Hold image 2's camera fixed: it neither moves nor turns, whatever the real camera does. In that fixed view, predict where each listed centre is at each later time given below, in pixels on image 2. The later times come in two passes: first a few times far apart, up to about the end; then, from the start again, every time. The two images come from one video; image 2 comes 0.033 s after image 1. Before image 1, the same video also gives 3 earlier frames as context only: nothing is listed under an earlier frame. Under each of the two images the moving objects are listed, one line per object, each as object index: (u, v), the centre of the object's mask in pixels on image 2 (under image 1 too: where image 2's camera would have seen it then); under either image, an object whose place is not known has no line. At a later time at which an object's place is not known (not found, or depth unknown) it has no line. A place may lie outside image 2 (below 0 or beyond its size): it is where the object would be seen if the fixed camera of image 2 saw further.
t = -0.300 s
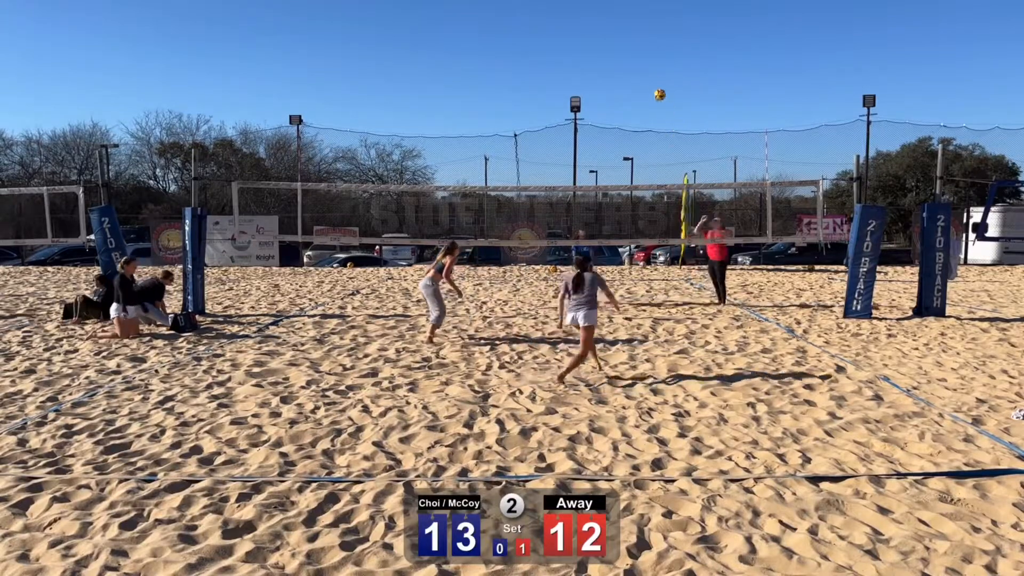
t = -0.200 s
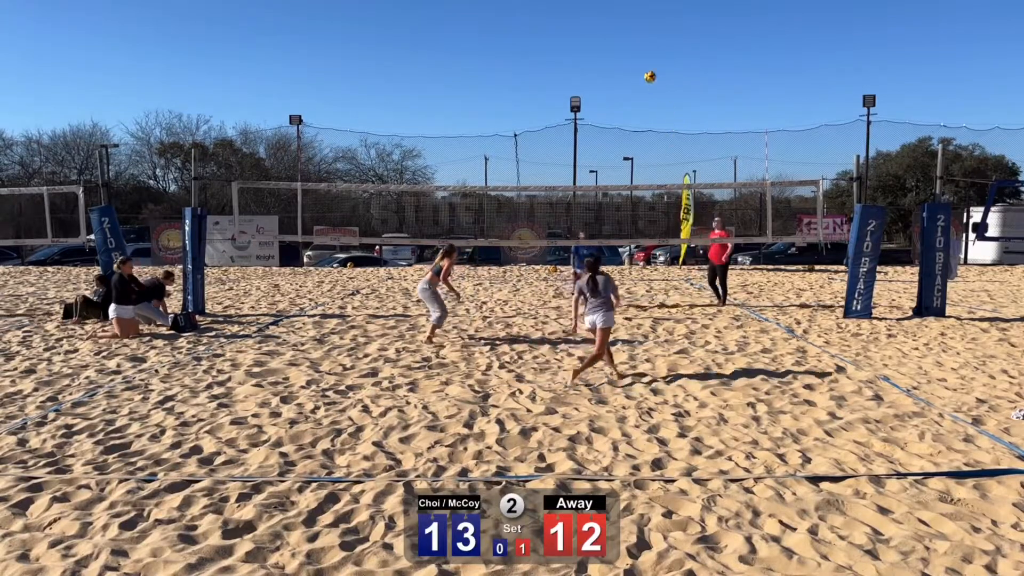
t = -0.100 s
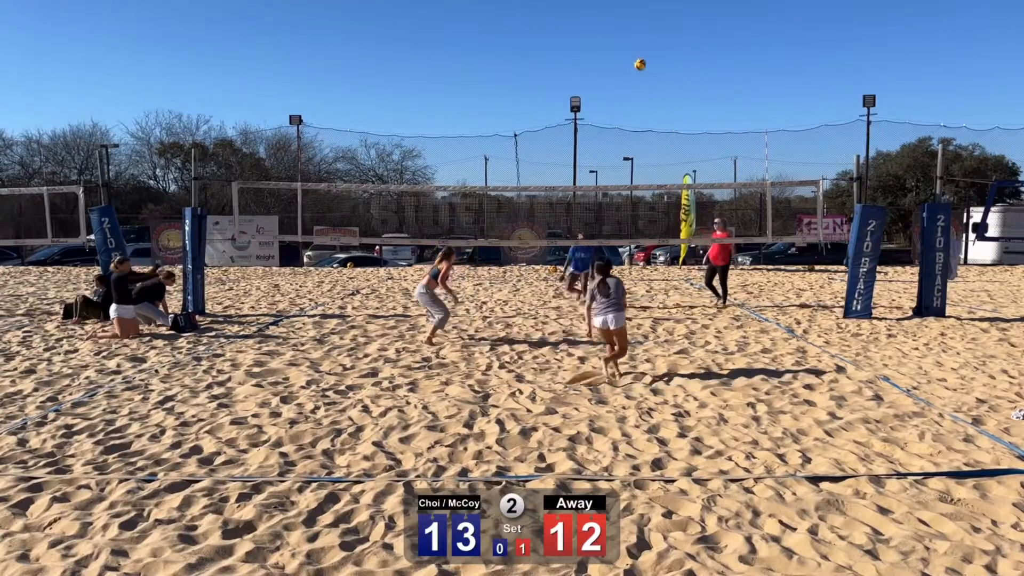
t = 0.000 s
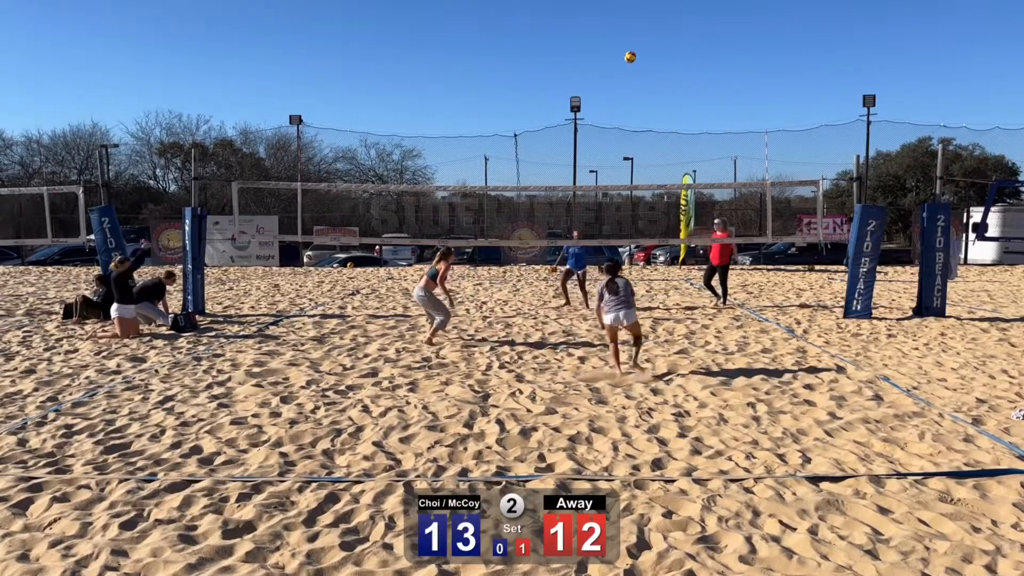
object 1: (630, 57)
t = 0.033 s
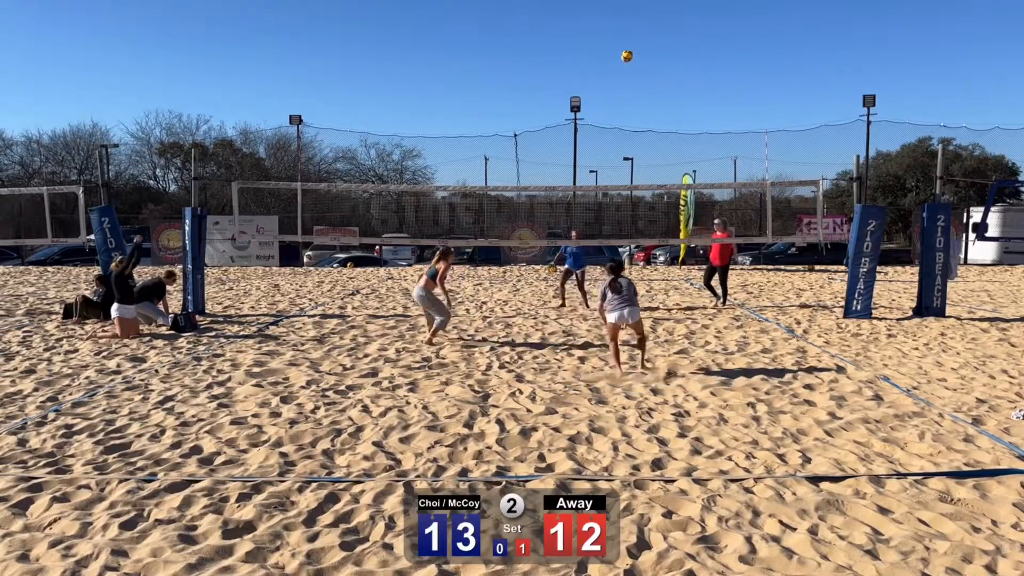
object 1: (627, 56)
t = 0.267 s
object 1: (604, 64)
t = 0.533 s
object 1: (578, 110)
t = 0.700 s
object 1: (564, 157)
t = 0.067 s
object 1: (623, 56)
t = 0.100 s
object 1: (620, 55)
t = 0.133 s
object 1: (617, 56)
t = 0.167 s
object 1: (614, 57)
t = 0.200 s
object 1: (610, 59)
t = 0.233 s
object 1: (607, 61)
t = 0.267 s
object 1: (604, 64)
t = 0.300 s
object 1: (600, 68)
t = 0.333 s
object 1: (597, 72)
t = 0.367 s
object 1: (594, 77)
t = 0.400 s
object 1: (591, 82)
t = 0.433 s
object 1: (588, 88)
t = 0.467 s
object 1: (585, 95)
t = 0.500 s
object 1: (582, 102)
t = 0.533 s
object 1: (578, 110)
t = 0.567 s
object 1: (576, 118)
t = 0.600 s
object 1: (573, 126)
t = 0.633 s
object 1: (570, 137)
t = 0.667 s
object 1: (566, 147)
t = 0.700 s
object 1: (564, 157)
